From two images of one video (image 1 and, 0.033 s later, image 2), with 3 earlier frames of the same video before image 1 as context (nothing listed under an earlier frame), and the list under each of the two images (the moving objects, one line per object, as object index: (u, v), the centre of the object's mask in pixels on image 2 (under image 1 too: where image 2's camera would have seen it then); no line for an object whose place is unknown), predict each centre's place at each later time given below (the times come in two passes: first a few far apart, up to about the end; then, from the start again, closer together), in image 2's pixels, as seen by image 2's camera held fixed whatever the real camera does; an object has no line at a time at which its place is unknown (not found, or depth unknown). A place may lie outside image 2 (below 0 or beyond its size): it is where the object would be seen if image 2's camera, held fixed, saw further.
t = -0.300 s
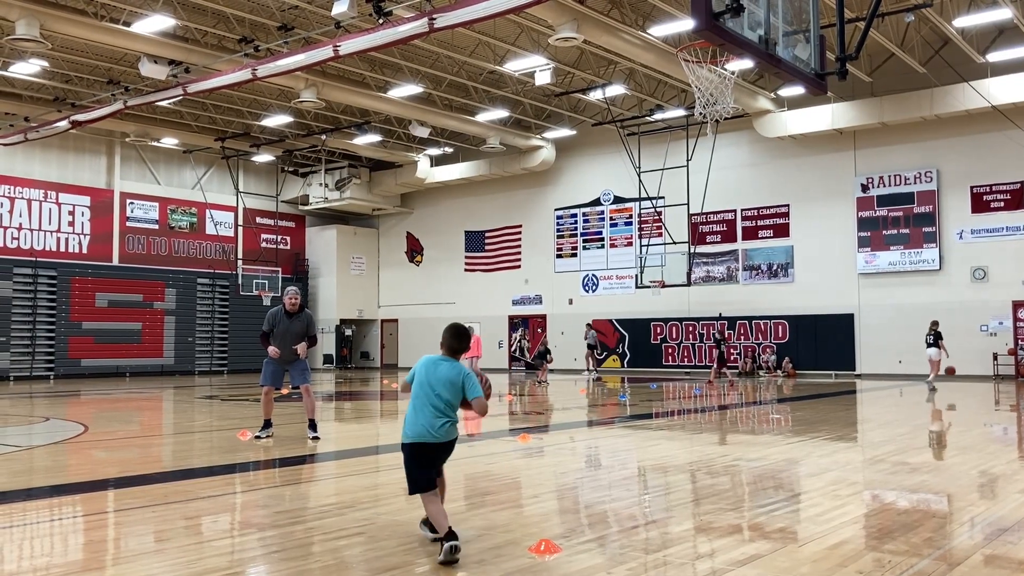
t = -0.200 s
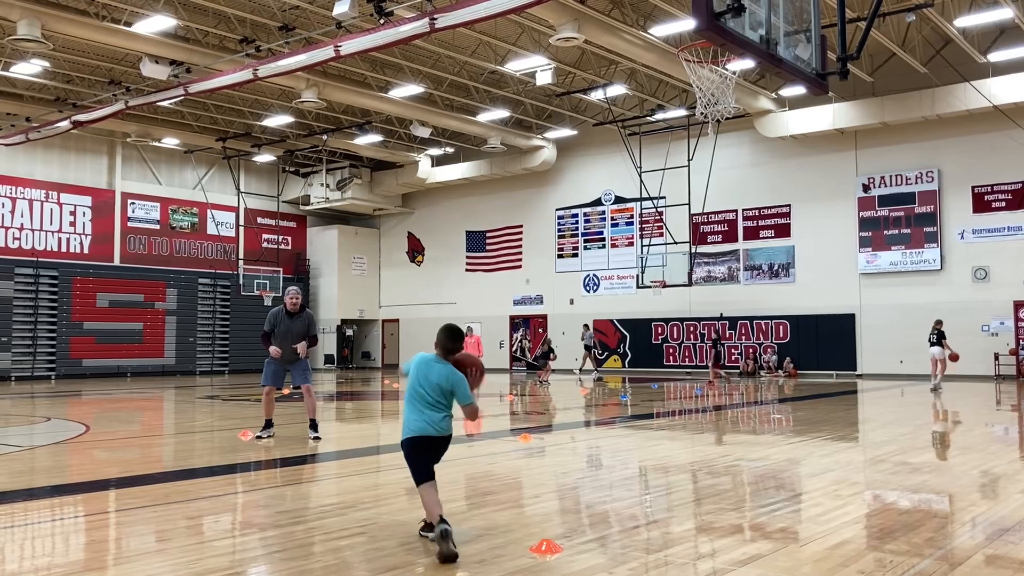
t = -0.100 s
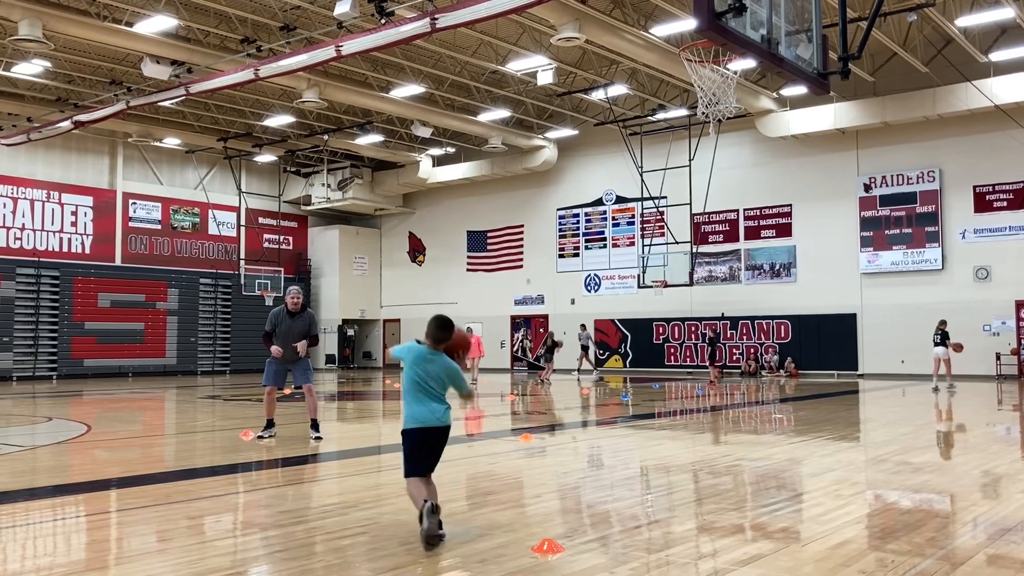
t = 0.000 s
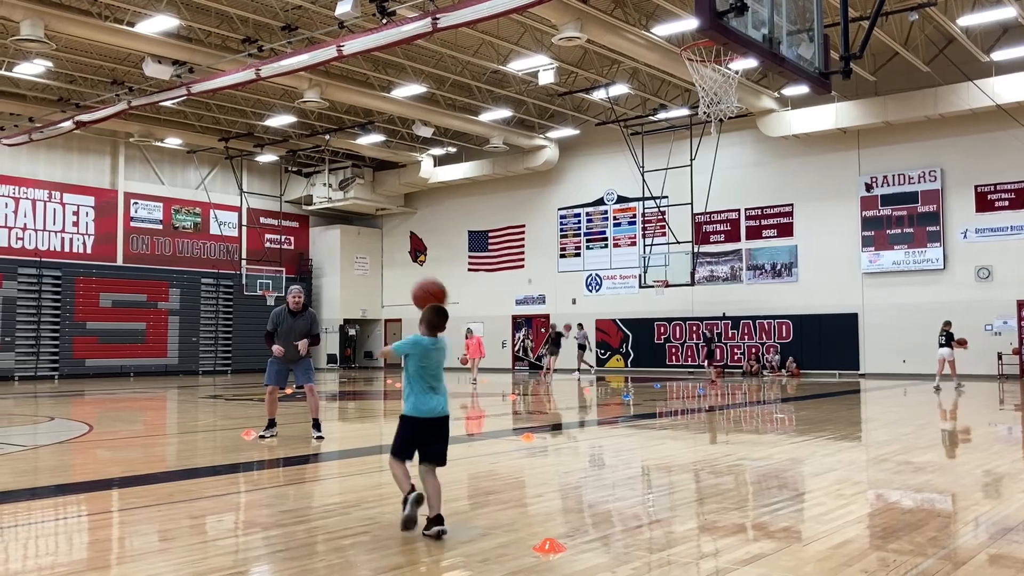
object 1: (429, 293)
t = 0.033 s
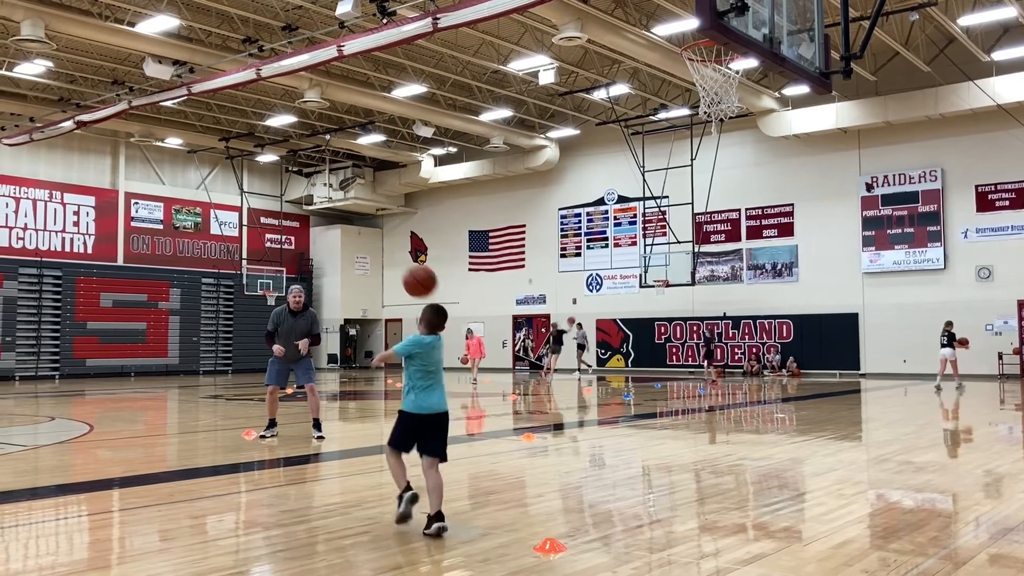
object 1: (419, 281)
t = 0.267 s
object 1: (364, 243)
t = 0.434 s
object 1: (337, 256)
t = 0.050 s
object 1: (415, 276)
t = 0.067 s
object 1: (410, 270)
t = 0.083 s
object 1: (406, 265)
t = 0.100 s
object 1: (401, 261)
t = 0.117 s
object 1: (397, 257)
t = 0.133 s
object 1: (393, 254)
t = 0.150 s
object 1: (389, 251)
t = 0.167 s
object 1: (385, 249)
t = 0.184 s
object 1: (381, 247)
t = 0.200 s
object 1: (378, 246)
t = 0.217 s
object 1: (374, 244)
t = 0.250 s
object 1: (368, 243)
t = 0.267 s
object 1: (364, 243)
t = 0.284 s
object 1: (361, 243)
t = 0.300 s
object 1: (358, 244)
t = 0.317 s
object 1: (355, 244)
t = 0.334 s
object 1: (352, 245)
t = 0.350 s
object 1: (350, 246)
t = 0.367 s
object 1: (347, 248)
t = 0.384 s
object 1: (344, 250)
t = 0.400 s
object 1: (342, 252)
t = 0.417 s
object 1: (339, 254)
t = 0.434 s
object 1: (337, 256)
